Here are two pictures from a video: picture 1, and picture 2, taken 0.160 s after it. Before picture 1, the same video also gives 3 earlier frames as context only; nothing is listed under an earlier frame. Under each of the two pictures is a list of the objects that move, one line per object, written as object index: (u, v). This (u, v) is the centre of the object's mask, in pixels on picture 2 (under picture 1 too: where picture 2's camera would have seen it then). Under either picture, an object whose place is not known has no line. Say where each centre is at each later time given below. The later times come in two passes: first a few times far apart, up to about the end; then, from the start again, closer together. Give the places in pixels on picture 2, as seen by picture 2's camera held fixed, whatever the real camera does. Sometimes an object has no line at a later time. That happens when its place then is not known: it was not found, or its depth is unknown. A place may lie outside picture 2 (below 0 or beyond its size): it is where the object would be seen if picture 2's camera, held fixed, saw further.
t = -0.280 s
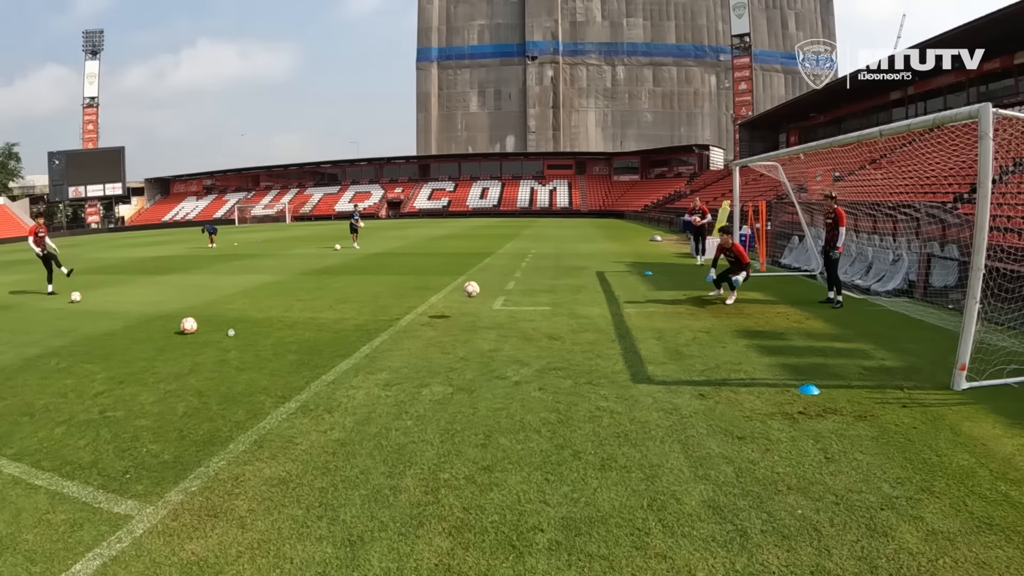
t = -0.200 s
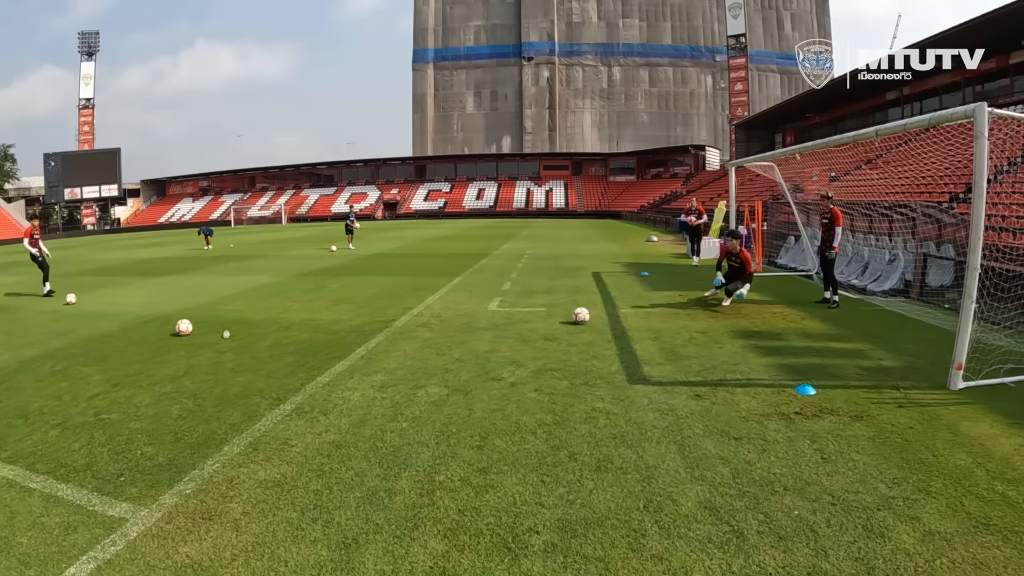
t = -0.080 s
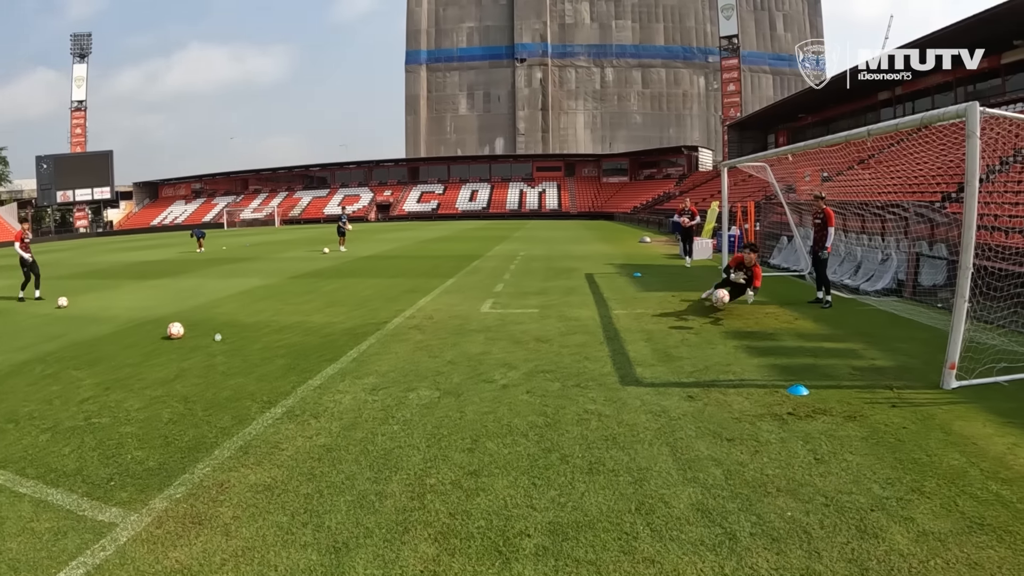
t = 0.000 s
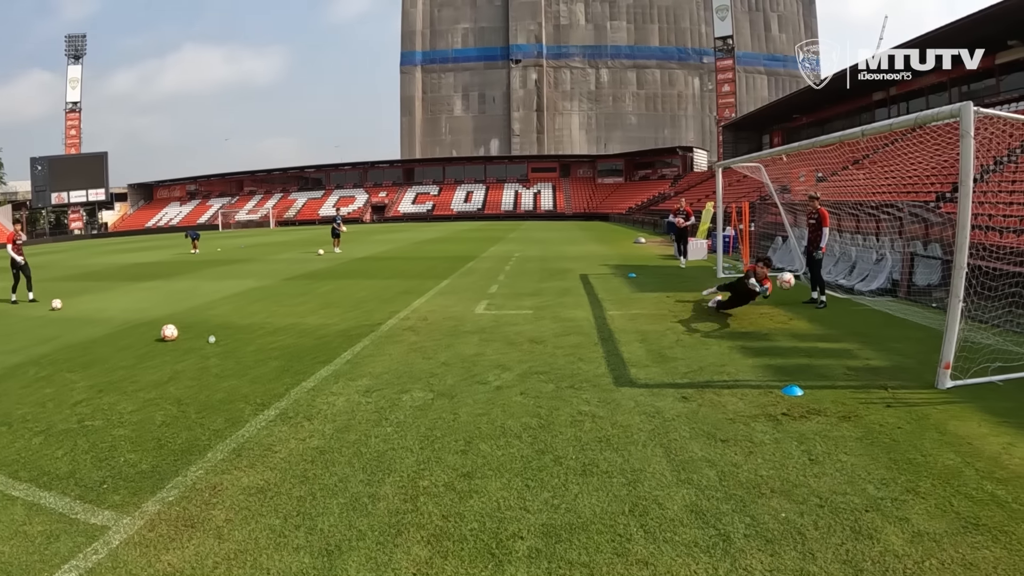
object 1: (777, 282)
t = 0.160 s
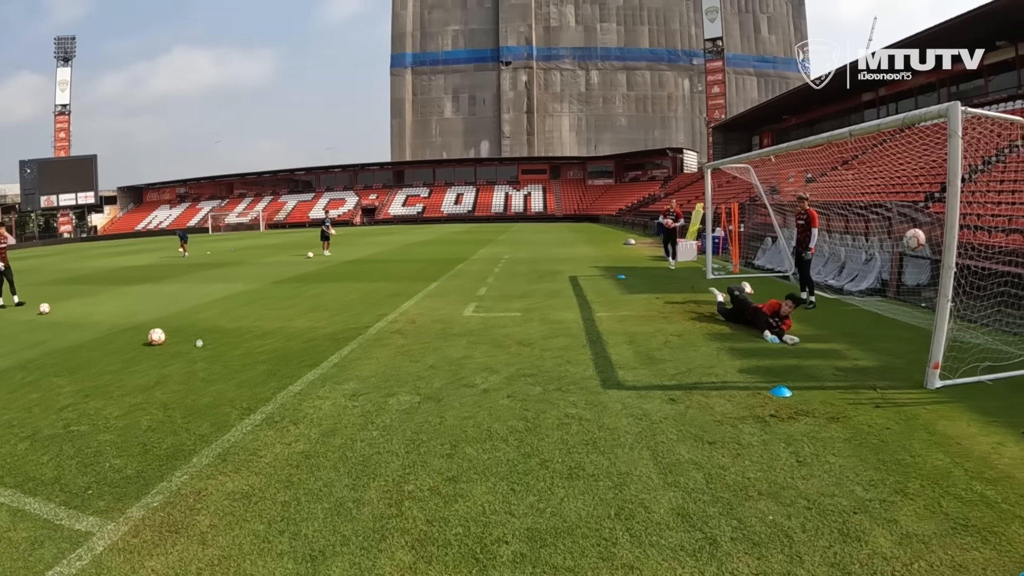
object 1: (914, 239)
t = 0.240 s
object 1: (994, 225)
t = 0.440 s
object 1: (1025, 234)
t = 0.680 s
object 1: (1033, 301)
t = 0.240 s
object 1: (994, 225)
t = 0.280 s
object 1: (1005, 222)
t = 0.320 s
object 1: (1011, 223)
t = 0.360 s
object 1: (1016, 225)
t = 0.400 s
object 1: (1020, 228)
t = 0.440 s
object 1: (1025, 234)
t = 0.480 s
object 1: (1028, 243)
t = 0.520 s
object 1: (1031, 251)
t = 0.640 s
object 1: (1035, 288)
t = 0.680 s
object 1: (1033, 301)
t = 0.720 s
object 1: (1030, 315)
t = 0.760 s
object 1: (1027, 330)
